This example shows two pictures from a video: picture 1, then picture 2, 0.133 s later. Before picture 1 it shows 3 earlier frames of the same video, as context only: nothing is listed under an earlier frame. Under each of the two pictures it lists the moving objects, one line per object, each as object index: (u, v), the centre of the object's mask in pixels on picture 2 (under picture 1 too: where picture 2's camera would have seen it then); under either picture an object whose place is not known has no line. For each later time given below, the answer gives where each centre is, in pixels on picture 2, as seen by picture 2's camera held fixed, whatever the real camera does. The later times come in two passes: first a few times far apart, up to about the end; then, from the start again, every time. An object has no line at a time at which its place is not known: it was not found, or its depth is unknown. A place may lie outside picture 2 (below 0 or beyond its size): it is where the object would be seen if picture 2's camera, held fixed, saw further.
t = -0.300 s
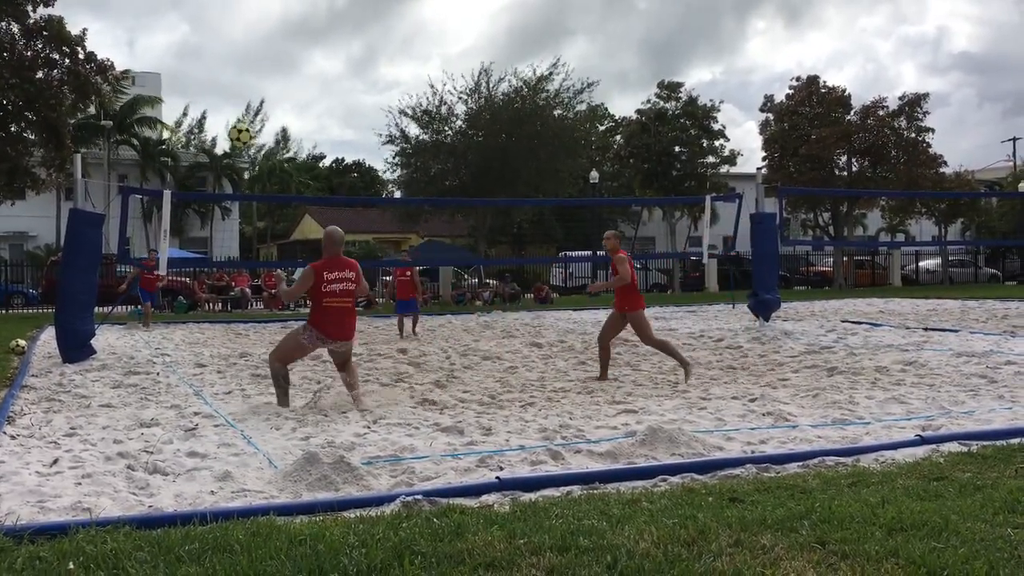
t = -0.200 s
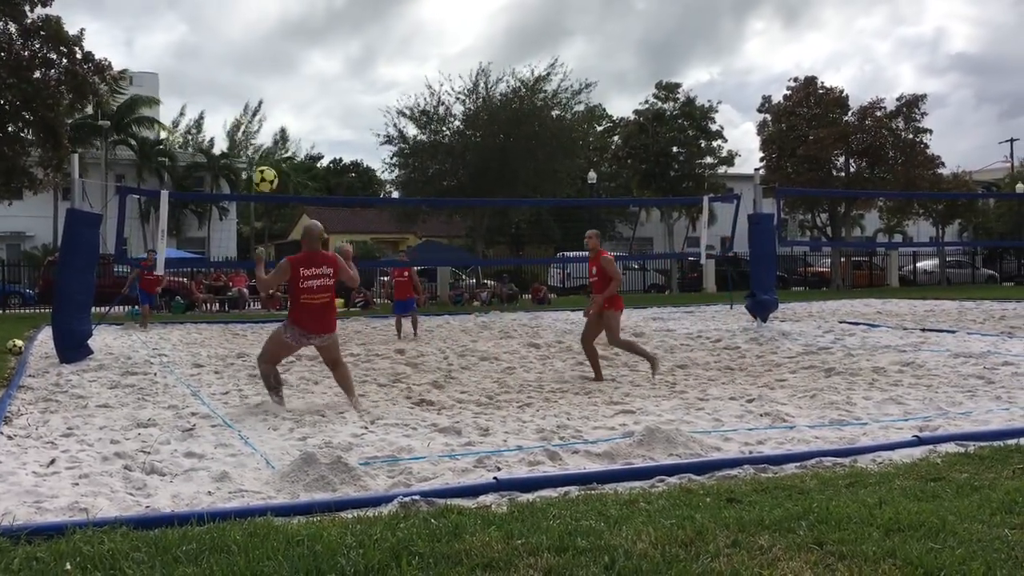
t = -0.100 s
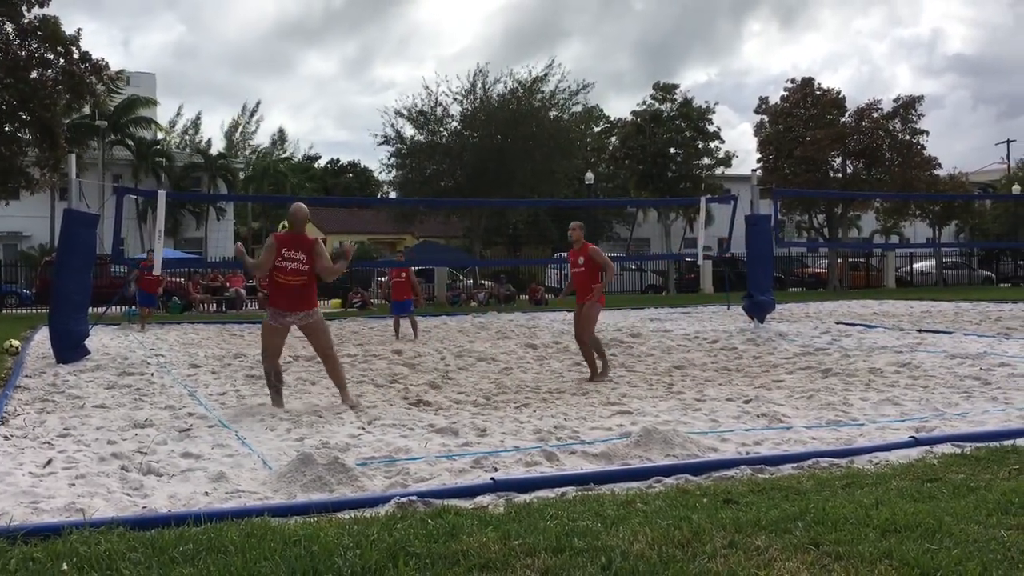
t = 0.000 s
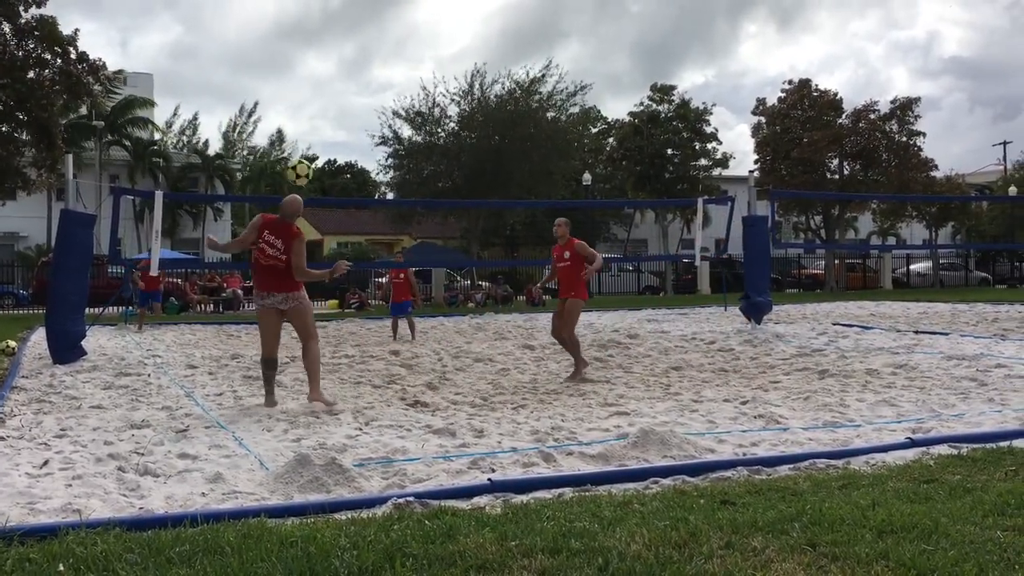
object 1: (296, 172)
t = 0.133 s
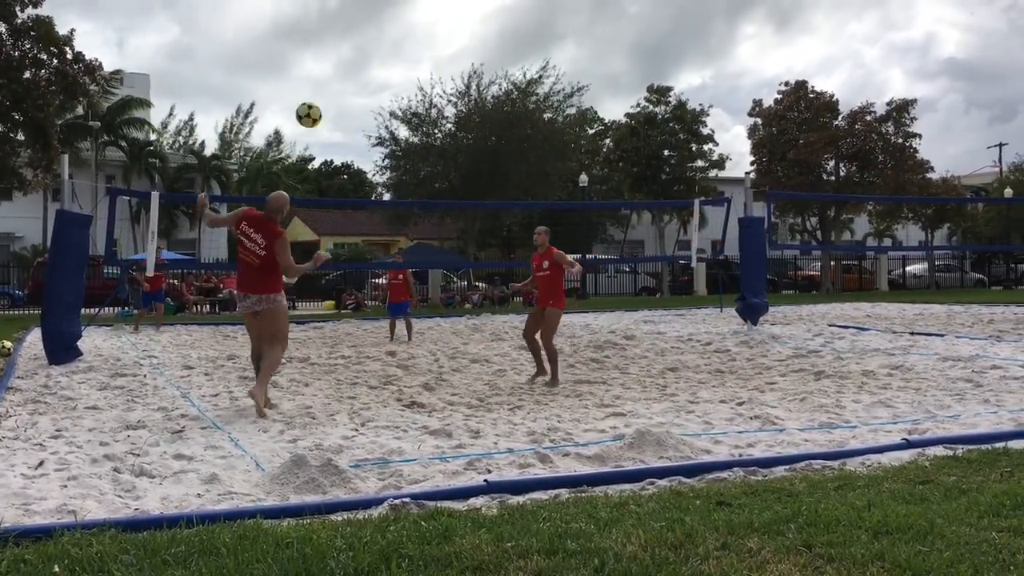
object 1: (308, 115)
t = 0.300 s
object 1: (324, 74)
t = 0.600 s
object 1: (351, 81)
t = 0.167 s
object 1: (311, 104)
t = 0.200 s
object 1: (315, 94)
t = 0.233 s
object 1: (318, 86)
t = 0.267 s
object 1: (321, 80)
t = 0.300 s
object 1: (324, 74)
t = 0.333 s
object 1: (327, 70)
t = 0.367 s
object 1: (330, 68)
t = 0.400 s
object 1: (333, 66)
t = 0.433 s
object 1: (336, 66)
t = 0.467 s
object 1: (339, 67)
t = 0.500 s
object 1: (342, 69)
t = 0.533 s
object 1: (345, 72)
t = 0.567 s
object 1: (348, 76)
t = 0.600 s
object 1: (351, 81)
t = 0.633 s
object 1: (353, 88)
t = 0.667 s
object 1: (356, 95)
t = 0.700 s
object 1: (359, 104)
